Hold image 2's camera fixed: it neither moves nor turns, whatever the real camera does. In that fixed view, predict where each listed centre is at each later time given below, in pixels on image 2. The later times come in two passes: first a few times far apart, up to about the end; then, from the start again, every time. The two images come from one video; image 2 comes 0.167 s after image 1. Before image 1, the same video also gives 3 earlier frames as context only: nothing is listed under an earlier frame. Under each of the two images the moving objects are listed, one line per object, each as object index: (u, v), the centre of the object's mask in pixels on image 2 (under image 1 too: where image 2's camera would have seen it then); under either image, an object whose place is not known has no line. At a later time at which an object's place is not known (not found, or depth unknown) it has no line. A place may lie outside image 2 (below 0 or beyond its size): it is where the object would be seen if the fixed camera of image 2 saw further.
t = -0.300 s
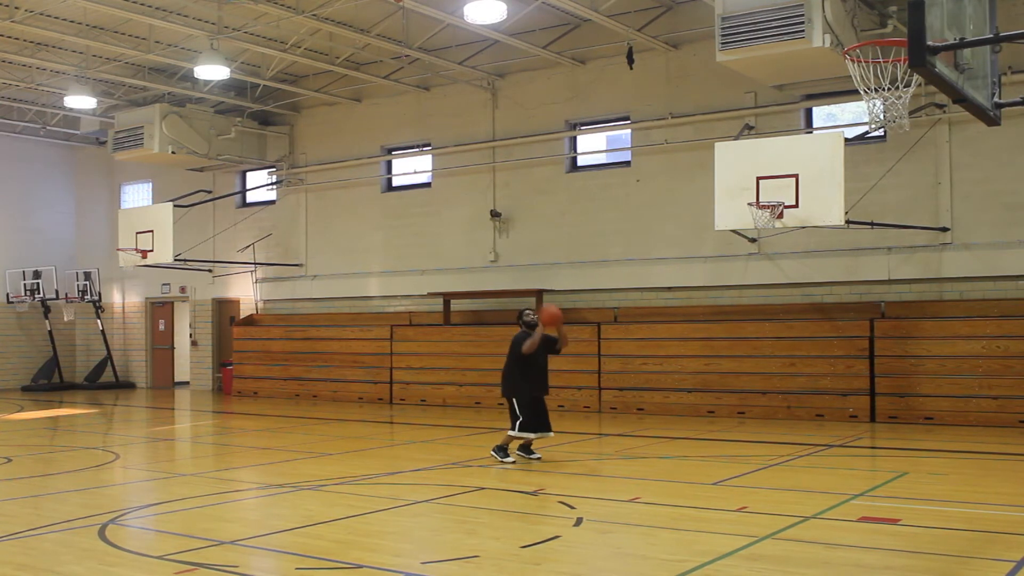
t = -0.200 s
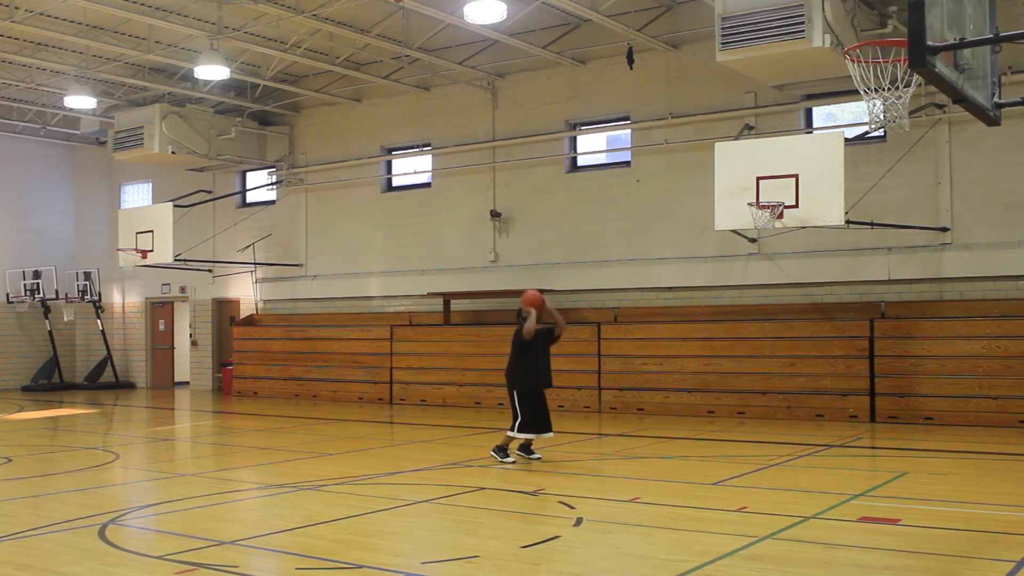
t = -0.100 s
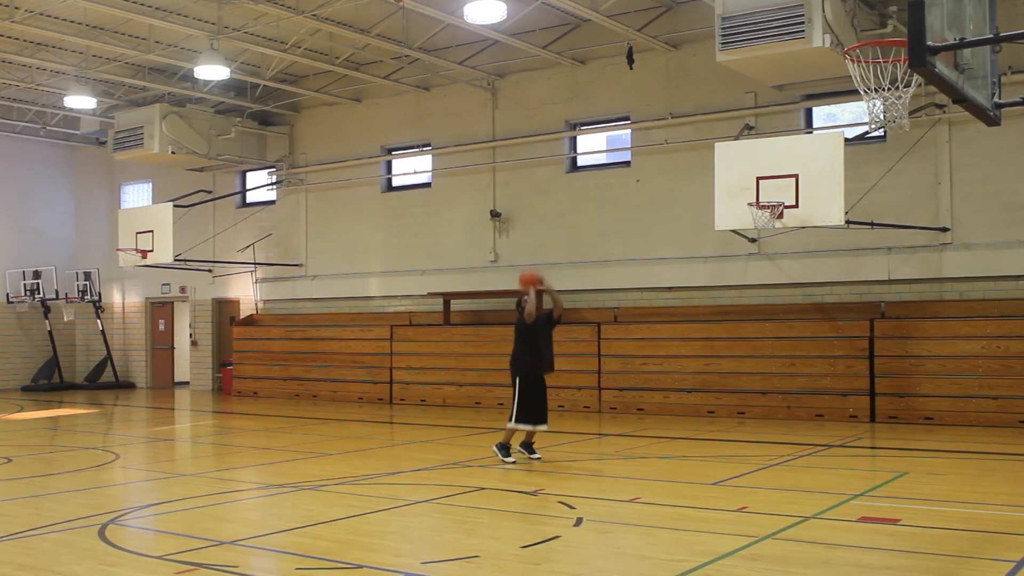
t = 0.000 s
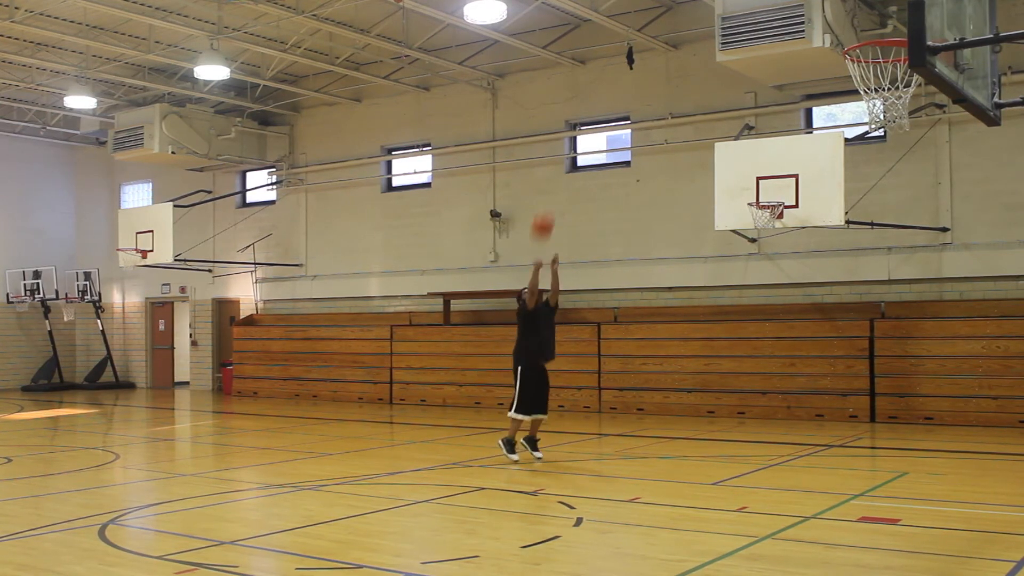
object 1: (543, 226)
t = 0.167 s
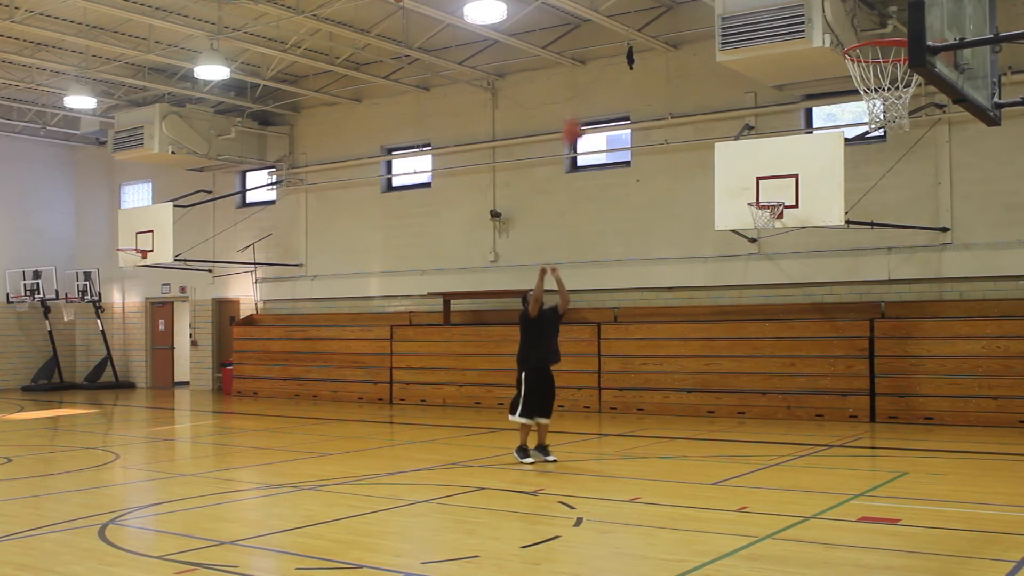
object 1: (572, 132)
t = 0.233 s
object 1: (586, 99)
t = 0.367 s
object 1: (616, 40)
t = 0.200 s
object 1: (579, 116)
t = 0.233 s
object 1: (586, 99)
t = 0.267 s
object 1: (593, 84)
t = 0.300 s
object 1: (600, 69)
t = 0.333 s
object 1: (609, 52)
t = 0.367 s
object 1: (616, 40)
